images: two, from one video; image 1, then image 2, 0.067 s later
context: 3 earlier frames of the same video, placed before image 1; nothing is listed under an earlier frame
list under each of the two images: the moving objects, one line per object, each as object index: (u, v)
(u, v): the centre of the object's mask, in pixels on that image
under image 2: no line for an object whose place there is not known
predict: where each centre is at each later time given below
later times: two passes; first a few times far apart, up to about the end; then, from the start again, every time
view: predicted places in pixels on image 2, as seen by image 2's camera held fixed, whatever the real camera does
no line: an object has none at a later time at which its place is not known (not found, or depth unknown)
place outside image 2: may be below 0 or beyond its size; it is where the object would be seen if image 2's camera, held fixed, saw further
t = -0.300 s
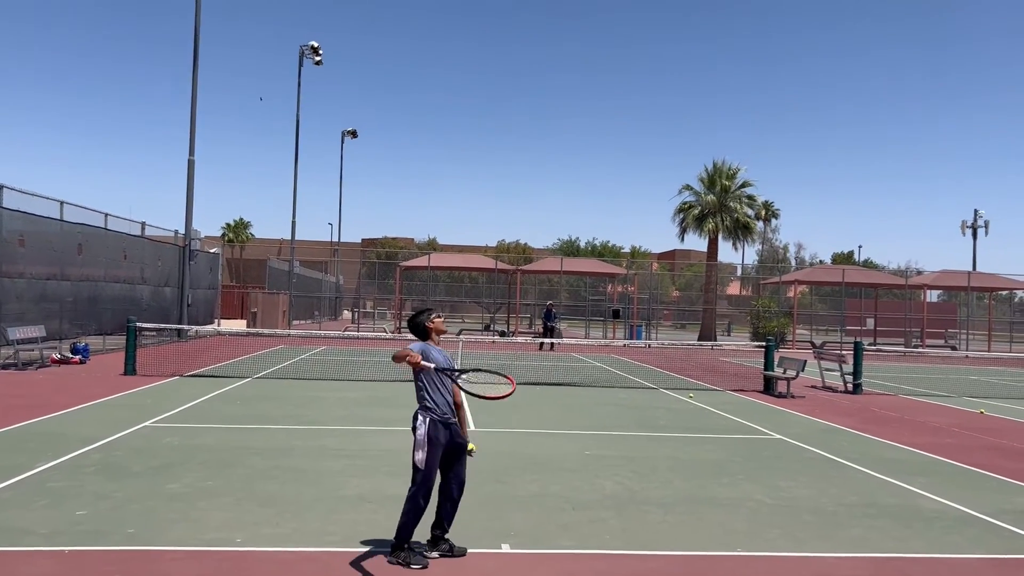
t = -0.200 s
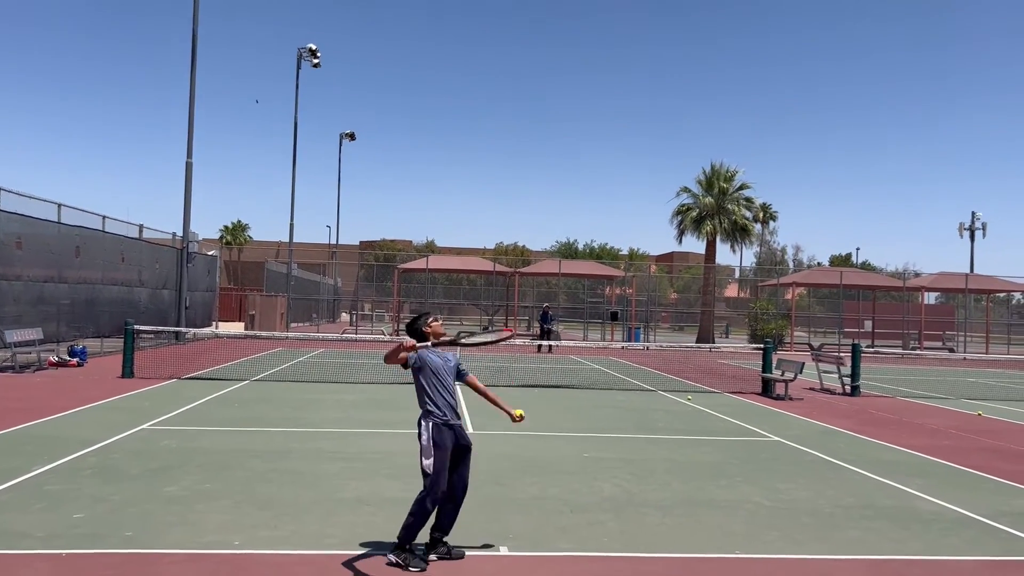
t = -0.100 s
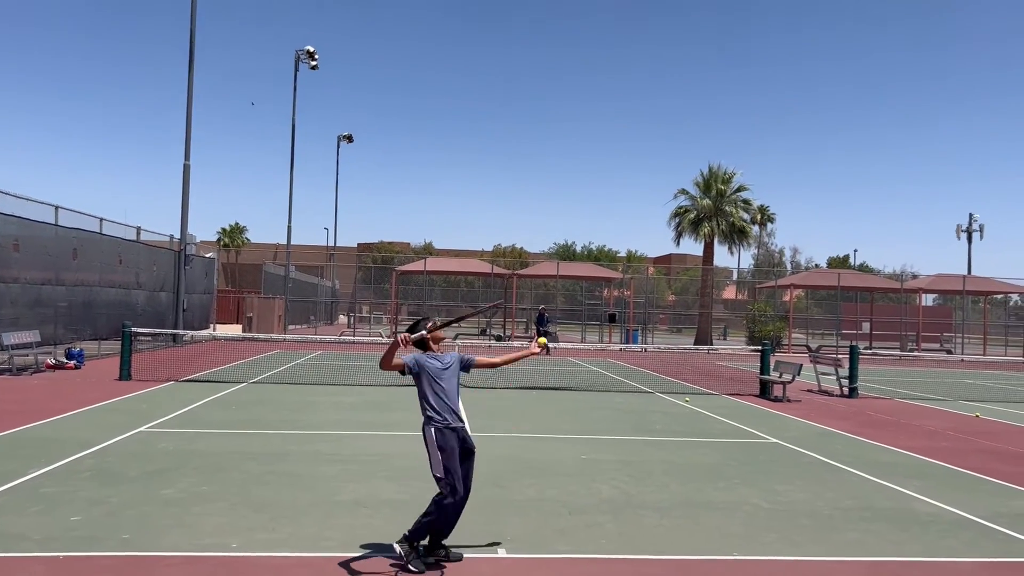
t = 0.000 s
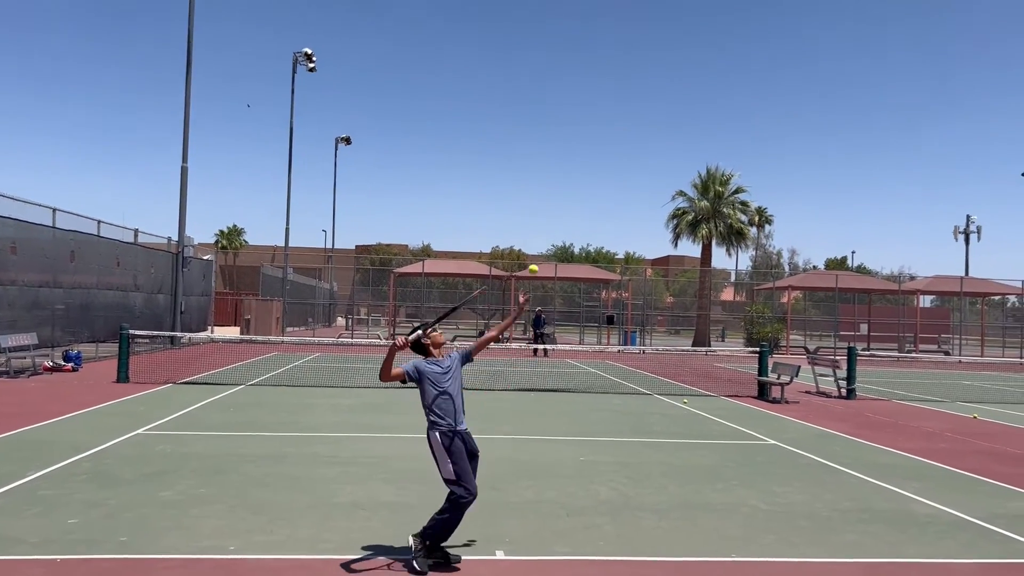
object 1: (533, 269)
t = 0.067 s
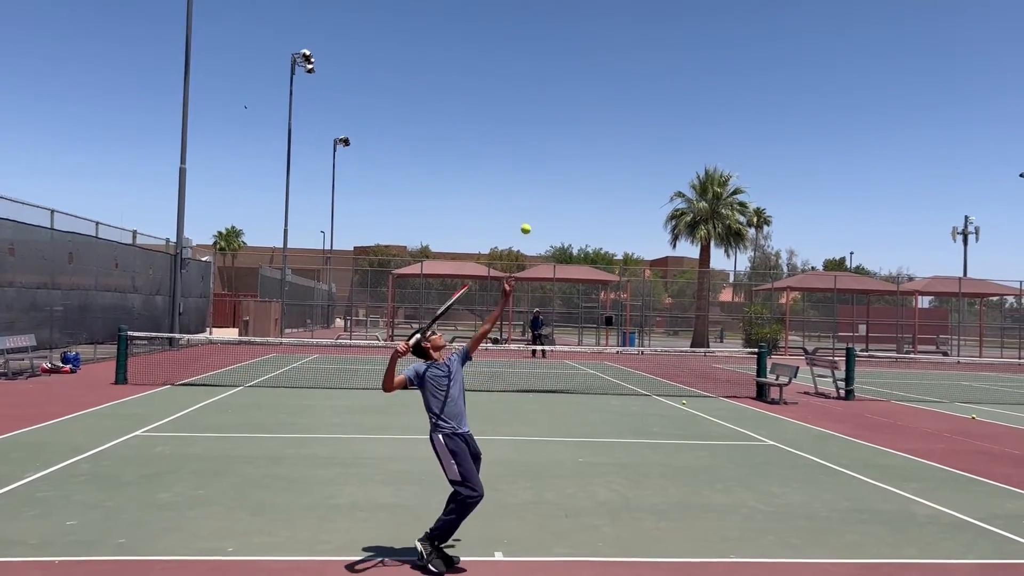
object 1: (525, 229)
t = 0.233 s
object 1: (511, 152)
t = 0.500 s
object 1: (485, 113)
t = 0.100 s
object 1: (523, 210)
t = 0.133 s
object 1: (520, 194)
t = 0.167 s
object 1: (517, 178)
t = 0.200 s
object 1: (514, 165)
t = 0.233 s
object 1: (511, 152)
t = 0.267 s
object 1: (507, 142)
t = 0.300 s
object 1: (504, 133)
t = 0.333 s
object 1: (501, 125)
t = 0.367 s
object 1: (498, 120)
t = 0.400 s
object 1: (495, 116)
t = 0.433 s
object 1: (491, 113)
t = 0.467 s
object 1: (488, 112)
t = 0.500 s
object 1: (485, 113)
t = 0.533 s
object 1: (481, 115)
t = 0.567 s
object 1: (478, 119)
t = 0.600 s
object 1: (475, 124)
